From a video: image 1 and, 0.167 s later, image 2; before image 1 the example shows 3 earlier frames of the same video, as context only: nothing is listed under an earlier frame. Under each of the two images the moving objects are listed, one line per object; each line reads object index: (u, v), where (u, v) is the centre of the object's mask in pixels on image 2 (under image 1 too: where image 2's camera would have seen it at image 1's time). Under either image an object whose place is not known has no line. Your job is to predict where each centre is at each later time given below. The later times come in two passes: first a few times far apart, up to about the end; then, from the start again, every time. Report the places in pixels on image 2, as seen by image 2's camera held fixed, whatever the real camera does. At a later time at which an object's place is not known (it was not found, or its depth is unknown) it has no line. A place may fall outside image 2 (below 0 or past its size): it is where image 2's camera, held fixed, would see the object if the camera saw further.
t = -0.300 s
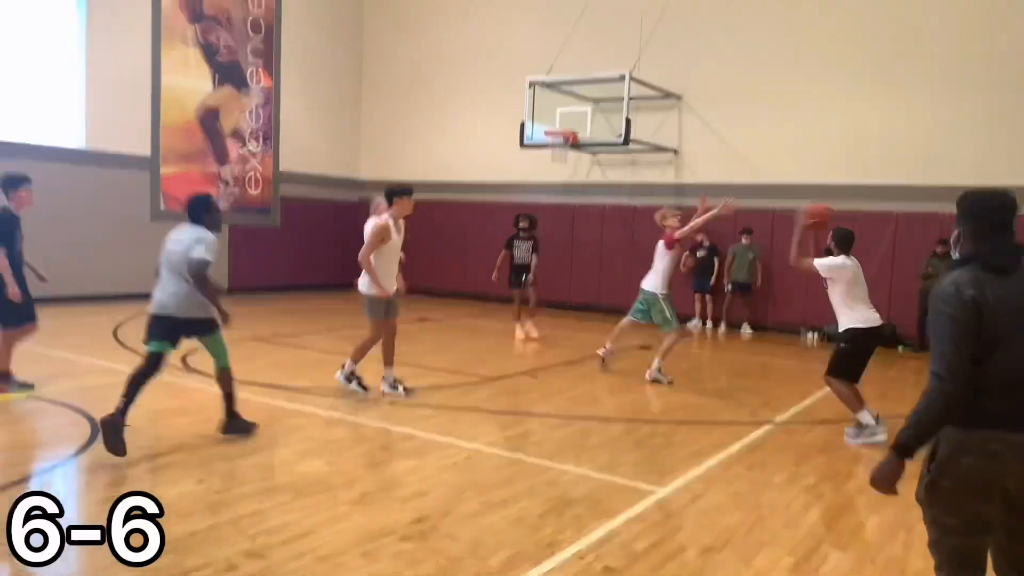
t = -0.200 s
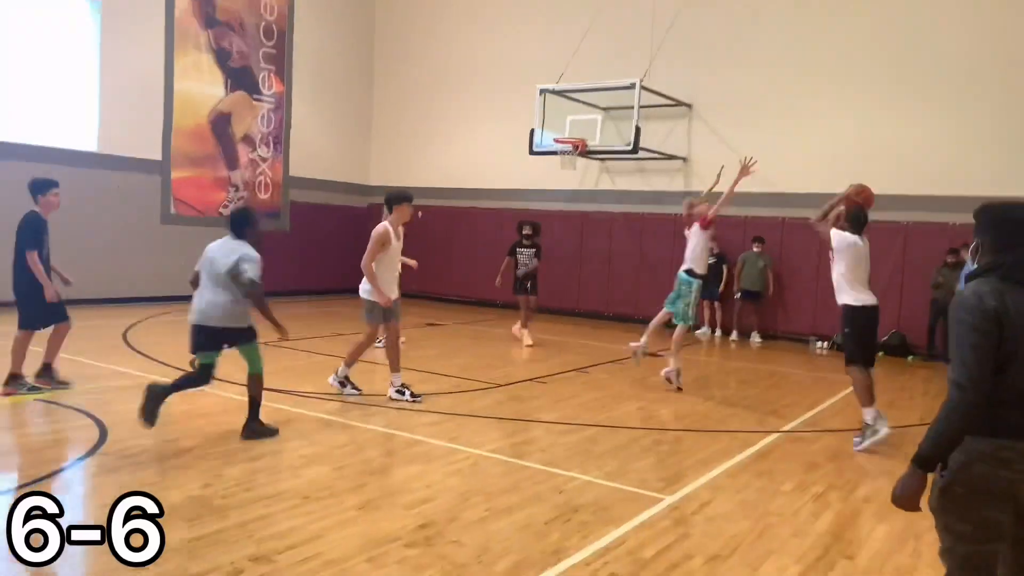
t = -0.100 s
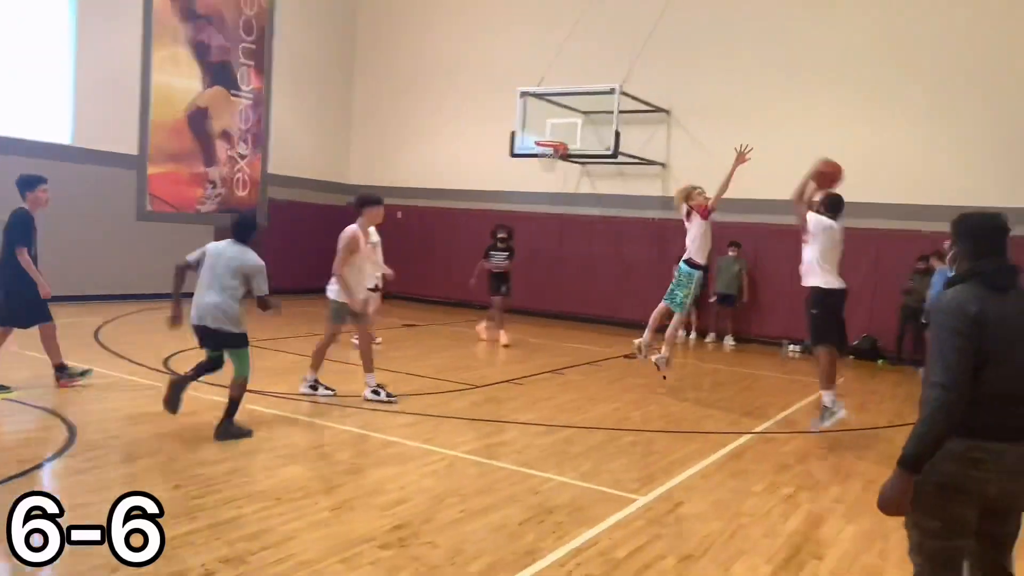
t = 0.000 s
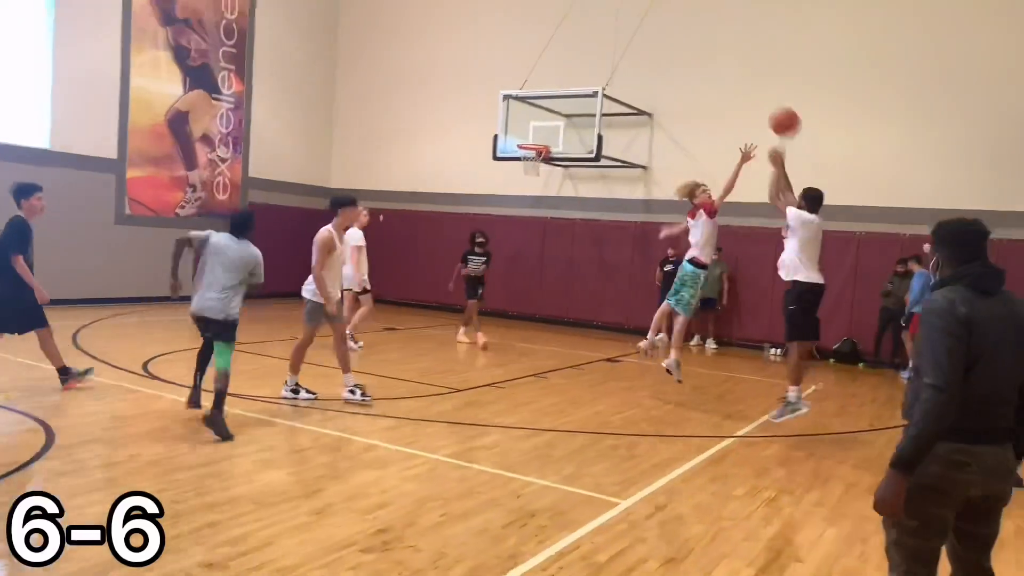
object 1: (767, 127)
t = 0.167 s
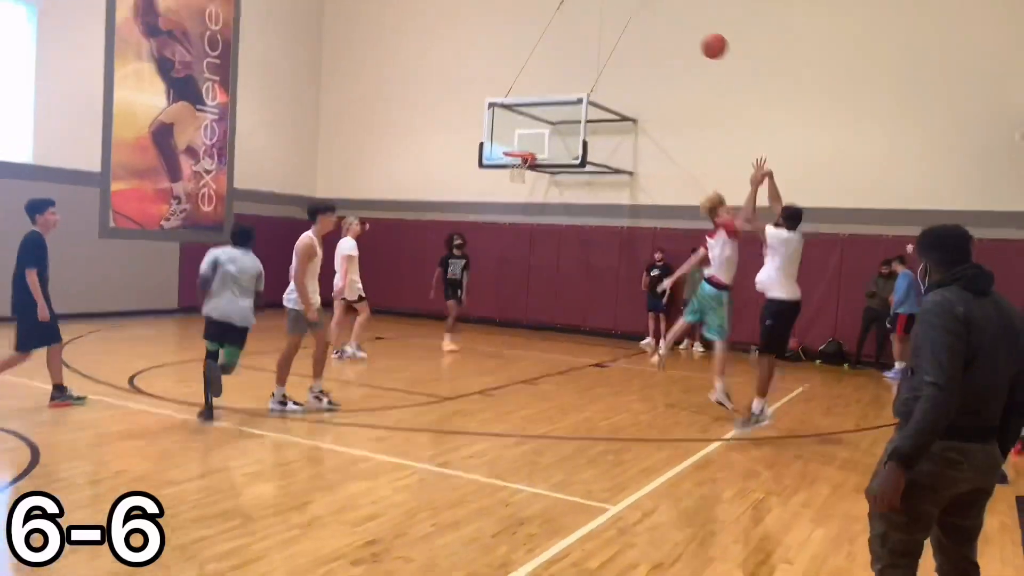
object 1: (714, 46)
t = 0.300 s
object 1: (675, 11)
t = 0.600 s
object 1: (606, 3)
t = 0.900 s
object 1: (550, 60)
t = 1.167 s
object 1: (509, 146)
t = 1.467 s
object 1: (506, 163)
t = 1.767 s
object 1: (506, 185)
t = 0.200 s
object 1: (704, 35)
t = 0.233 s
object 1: (694, 25)
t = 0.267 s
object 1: (684, 17)
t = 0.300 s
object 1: (675, 11)
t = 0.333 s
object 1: (667, 6)
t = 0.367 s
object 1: (658, 2)
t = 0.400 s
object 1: (650, -1)
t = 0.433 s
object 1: (642, -2)
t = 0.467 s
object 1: (634, -2)
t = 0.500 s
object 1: (626, -2)
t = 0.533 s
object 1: (619, -2)
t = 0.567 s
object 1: (612, -1)
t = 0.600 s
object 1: (606, 3)
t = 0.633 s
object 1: (600, 5)
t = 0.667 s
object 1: (594, 10)
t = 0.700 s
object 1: (587, 16)
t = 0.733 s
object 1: (580, 21)
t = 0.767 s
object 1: (573, 28)
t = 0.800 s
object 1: (567, 35)
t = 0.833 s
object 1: (561, 43)
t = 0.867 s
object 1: (555, 51)
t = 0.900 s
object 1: (550, 60)
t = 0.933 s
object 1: (544, 69)
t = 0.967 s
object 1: (539, 79)
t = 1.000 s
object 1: (534, 89)
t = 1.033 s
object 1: (528, 100)
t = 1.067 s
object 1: (524, 112)
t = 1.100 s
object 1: (518, 123)
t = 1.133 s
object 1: (514, 135)
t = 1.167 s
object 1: (509, 146)
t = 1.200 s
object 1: (513, 151)
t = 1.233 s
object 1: (519, 155)
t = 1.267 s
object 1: (524, 156)
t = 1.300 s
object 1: (527, 158)
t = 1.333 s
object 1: (523, 158)
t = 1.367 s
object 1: (520, 159)
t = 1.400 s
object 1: (513, 161)
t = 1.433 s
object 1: (509, 162)
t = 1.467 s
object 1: (506, 163)
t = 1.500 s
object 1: (505, 163)
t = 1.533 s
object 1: (504, 164)
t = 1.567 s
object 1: (504, 165)
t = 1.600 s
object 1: (504, 167)
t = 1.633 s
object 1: (504, 169)
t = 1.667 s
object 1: (504, 172)
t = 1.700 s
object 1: (505, 175)
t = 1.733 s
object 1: (505, 180)
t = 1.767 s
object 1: (506, 185)
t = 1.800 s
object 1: (506, 190)
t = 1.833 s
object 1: (506, 196)
